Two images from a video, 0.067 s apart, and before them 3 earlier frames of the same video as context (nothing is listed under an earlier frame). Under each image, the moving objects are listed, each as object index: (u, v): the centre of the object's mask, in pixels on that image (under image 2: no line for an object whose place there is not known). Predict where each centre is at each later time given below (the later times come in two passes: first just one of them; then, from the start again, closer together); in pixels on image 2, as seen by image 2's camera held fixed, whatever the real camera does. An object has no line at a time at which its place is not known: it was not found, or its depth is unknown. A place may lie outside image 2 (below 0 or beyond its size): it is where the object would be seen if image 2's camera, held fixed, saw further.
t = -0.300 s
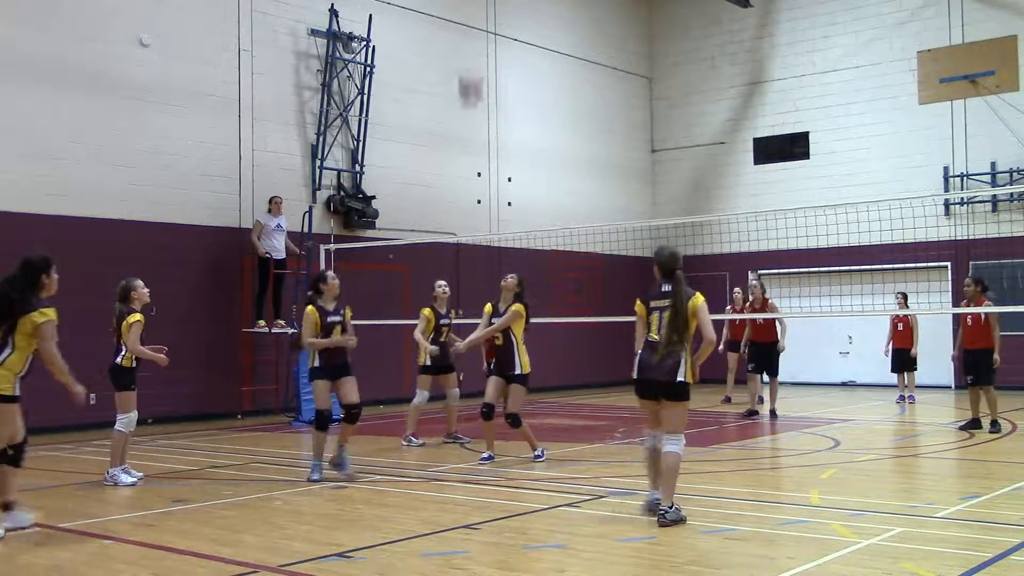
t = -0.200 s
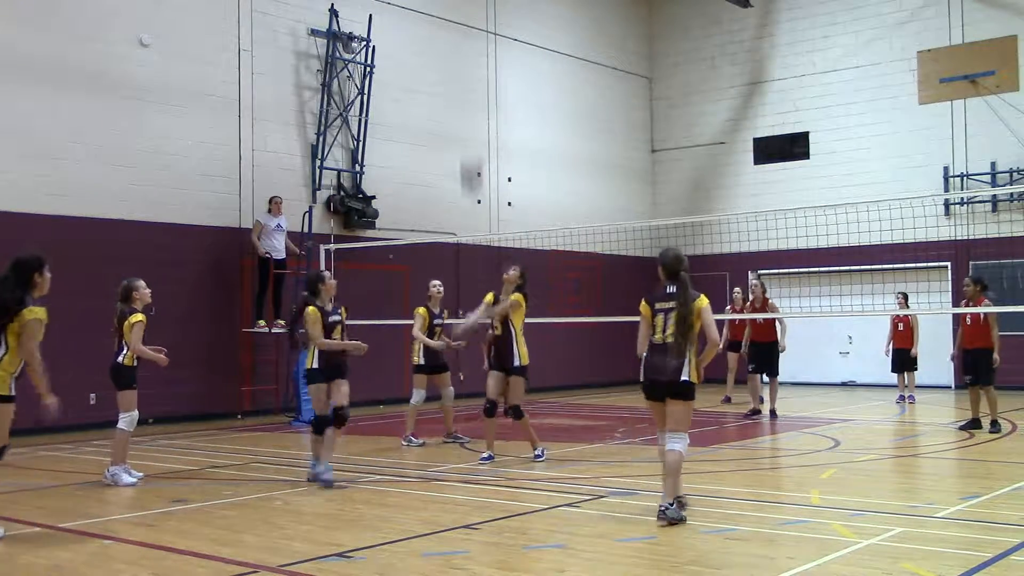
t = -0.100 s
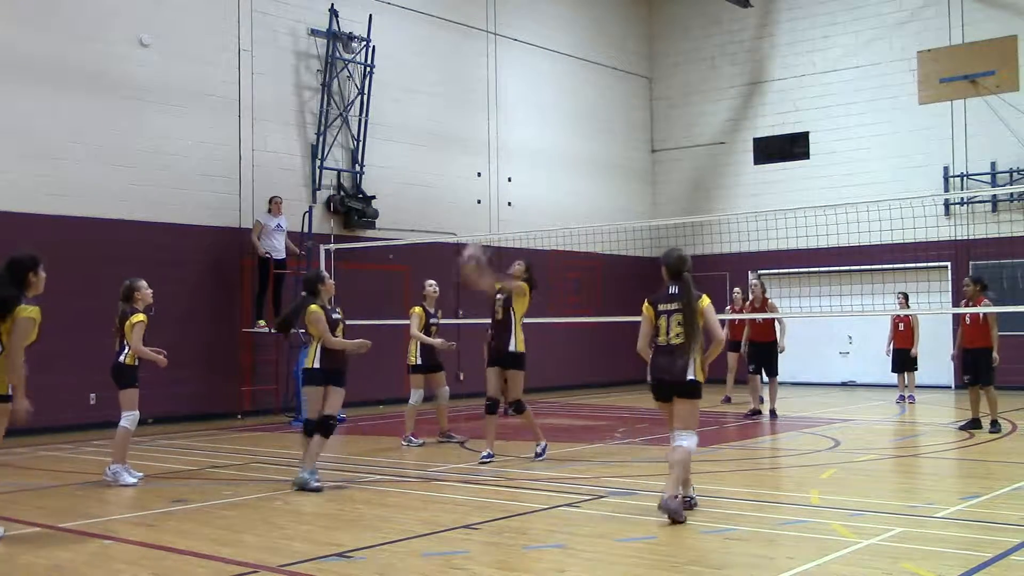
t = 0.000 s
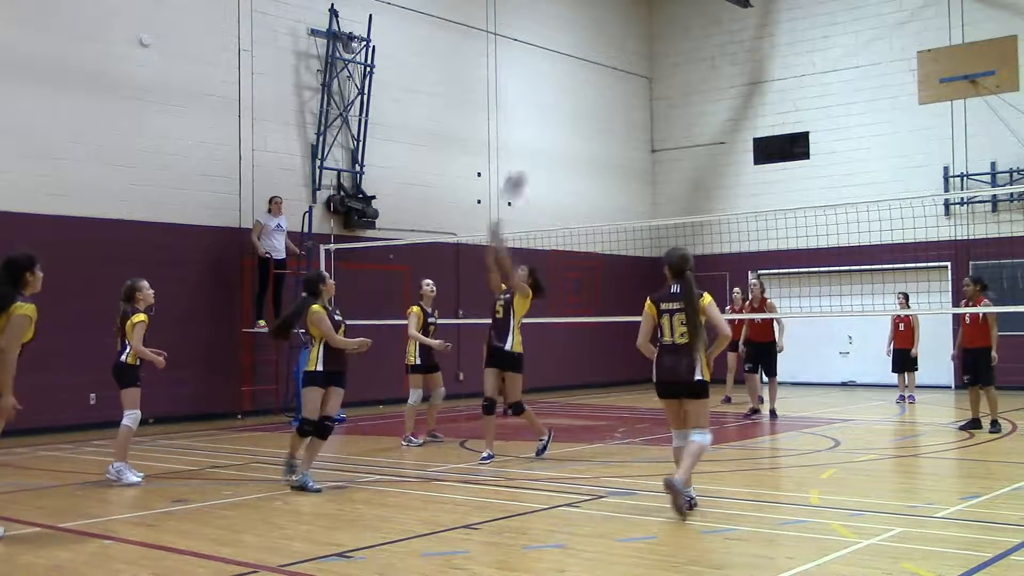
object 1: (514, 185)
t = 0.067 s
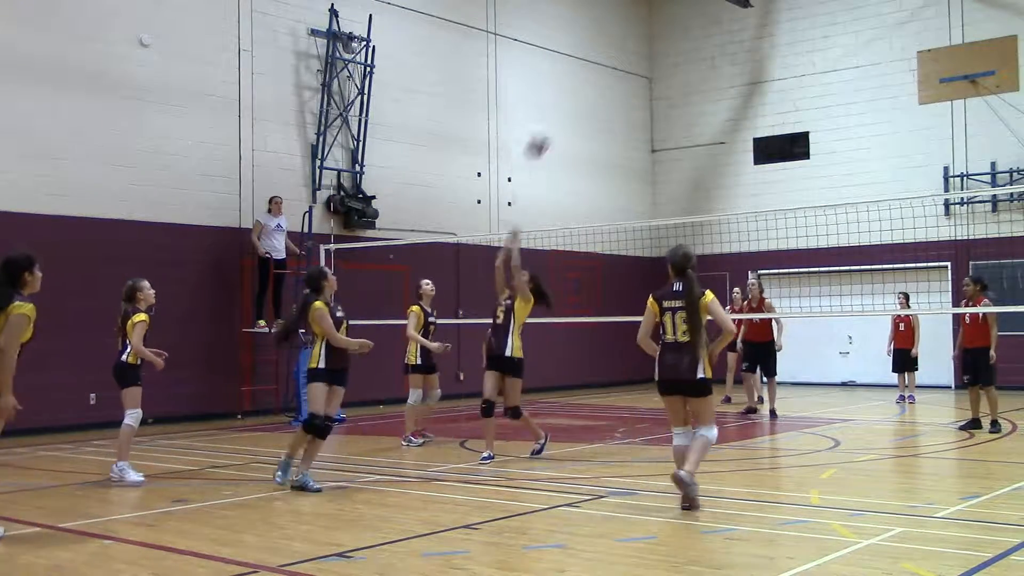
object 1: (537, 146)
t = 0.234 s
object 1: (587, 88)
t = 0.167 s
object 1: (568, 106)
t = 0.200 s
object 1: (578, 96)
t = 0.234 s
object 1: (587, 88)
